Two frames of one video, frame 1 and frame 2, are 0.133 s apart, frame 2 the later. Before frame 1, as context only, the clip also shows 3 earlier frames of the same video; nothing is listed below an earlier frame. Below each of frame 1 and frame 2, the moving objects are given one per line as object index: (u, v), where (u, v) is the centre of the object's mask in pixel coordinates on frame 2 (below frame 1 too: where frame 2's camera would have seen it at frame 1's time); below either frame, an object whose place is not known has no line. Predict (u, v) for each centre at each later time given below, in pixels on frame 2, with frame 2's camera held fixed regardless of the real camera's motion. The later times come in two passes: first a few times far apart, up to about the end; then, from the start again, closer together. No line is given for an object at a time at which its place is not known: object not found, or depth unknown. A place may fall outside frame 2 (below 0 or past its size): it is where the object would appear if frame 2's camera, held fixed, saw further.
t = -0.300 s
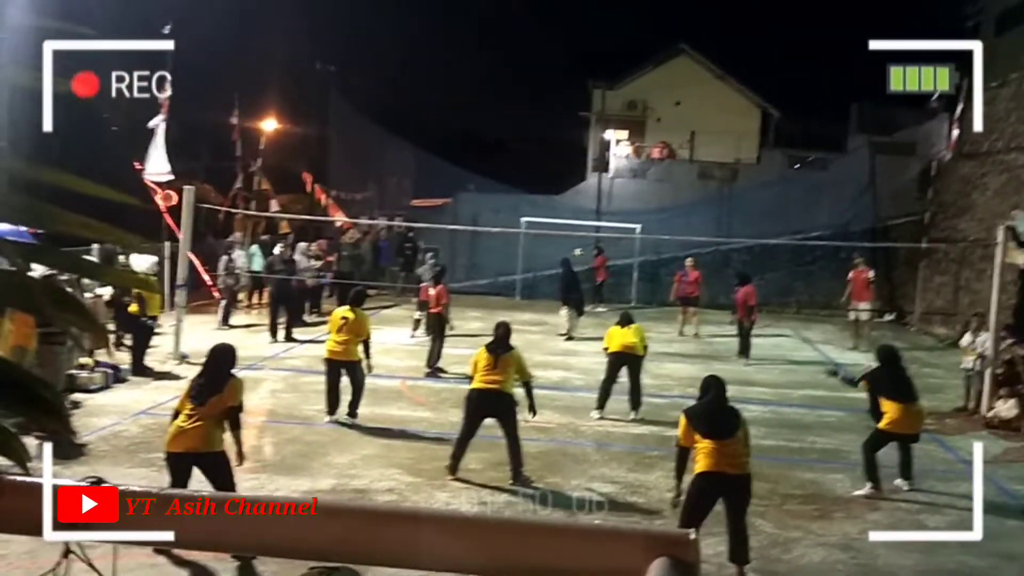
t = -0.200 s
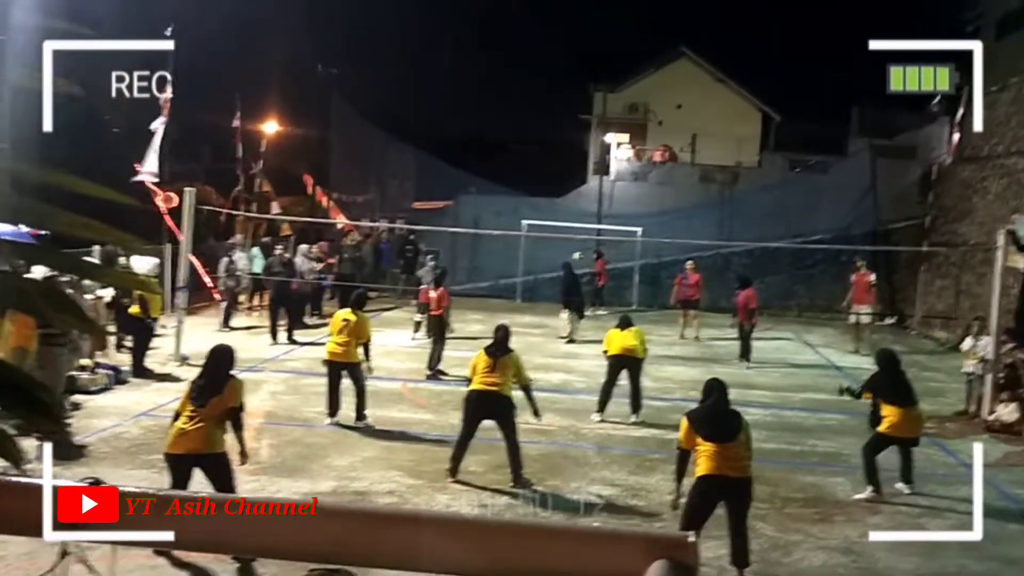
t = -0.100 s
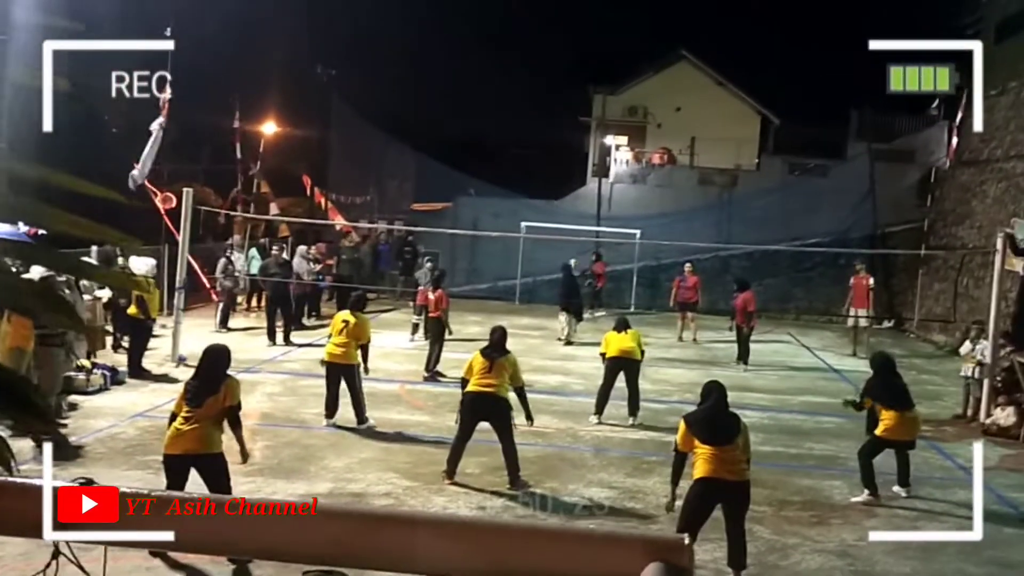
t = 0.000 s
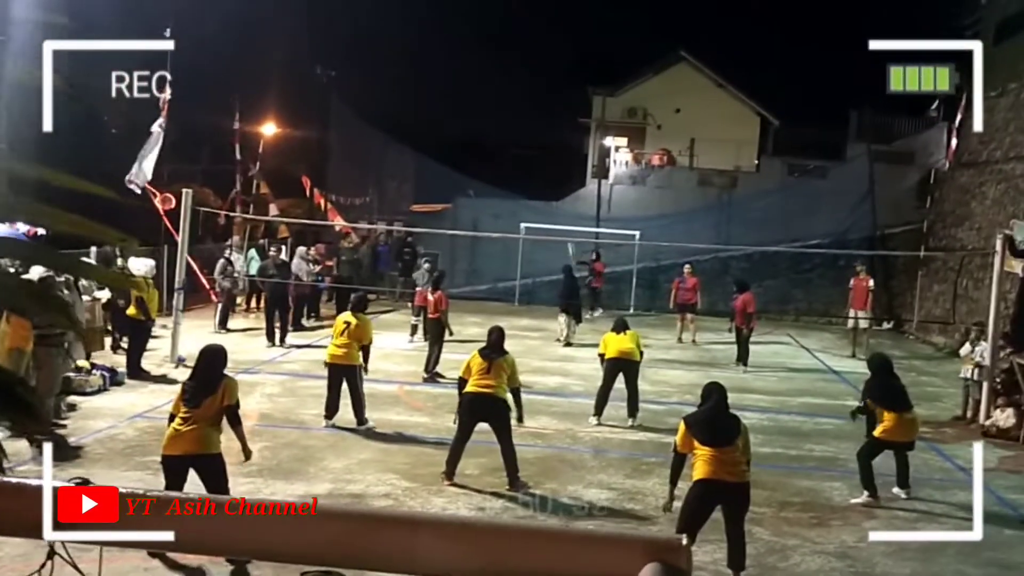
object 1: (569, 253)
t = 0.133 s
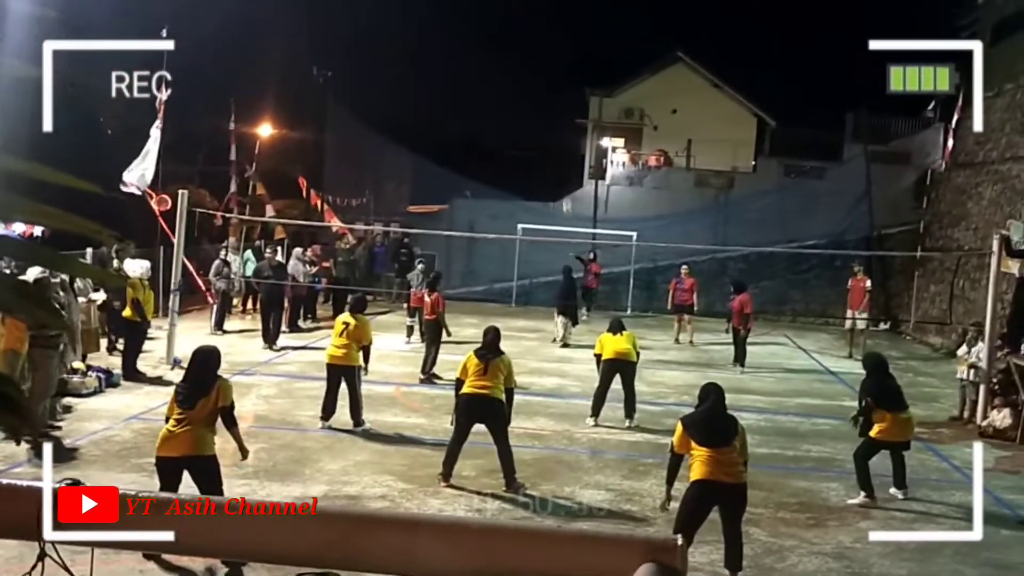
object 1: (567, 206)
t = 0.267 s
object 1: (564, 169)
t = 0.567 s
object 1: (553, 100)
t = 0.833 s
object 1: (536, 71)
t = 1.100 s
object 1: (512, 86)
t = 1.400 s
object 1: (475, 175)
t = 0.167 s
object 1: (566, 196)
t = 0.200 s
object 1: (566, 187)
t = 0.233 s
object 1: (565, 177)
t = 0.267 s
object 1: (564, 169)
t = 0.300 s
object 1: (563, 159)
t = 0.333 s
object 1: (562, 151)
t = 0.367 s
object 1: (561, 142)
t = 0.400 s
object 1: (560, 134)
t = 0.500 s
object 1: (556, 112)
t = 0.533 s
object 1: (555, 106)
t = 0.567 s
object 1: (553, 100)
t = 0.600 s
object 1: (552, 94)
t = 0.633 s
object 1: (550, 89)
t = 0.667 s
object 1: (548, 85)
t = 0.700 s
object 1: (547, 81)
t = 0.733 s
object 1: (544, 78)
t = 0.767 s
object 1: (541, 75)
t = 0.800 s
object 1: (539, 73)
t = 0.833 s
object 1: (536, 71)
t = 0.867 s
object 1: (533, 70)
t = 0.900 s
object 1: (530, 70)
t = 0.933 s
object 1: (528, 71)
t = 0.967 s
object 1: (525, 72)
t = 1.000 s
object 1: (522, 75)
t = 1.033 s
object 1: (519, 78)
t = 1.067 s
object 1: (515, 81)
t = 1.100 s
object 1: (512, 86)
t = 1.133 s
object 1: (509, 92)
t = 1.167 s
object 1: (505, 98)
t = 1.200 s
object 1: (501, 106)
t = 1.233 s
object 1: (497, 115)
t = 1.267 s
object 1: (493, 125)
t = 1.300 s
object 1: (489, 135)
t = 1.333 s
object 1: (485, 148)
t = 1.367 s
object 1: (480, 161)
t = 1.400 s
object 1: (475, 175)
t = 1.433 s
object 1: (470, 189)
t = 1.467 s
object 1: (462, 205)
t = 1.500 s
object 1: (456, 224)
